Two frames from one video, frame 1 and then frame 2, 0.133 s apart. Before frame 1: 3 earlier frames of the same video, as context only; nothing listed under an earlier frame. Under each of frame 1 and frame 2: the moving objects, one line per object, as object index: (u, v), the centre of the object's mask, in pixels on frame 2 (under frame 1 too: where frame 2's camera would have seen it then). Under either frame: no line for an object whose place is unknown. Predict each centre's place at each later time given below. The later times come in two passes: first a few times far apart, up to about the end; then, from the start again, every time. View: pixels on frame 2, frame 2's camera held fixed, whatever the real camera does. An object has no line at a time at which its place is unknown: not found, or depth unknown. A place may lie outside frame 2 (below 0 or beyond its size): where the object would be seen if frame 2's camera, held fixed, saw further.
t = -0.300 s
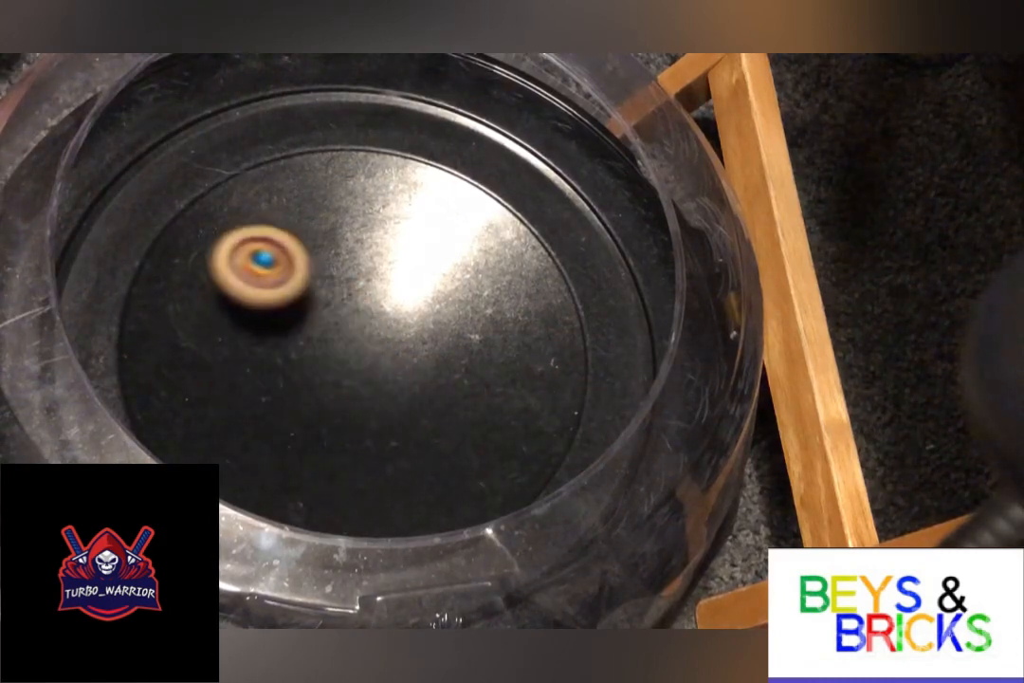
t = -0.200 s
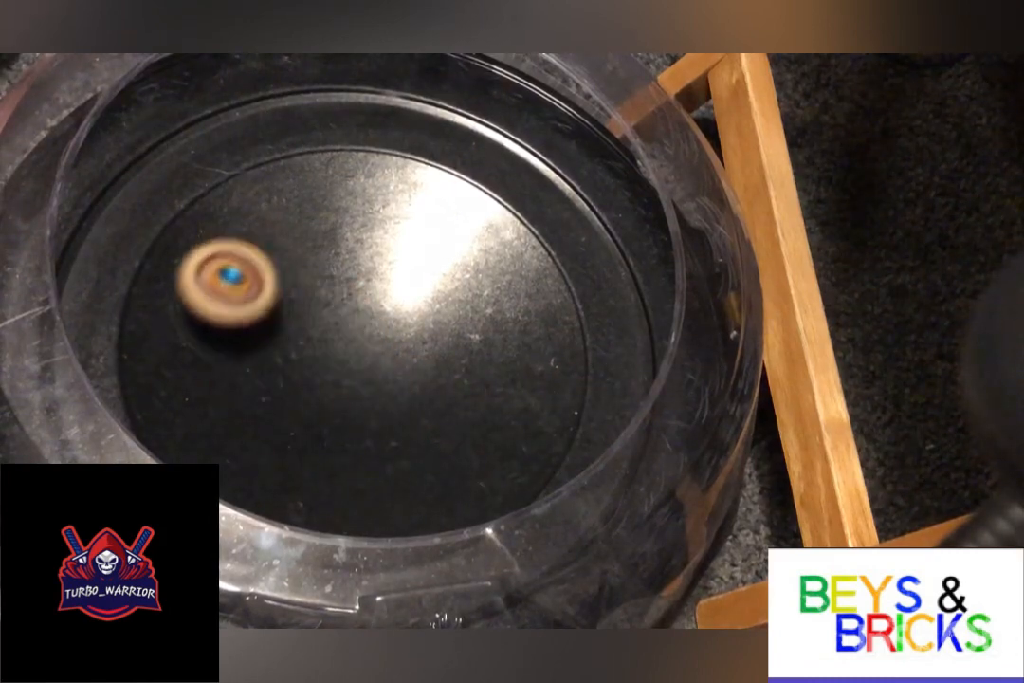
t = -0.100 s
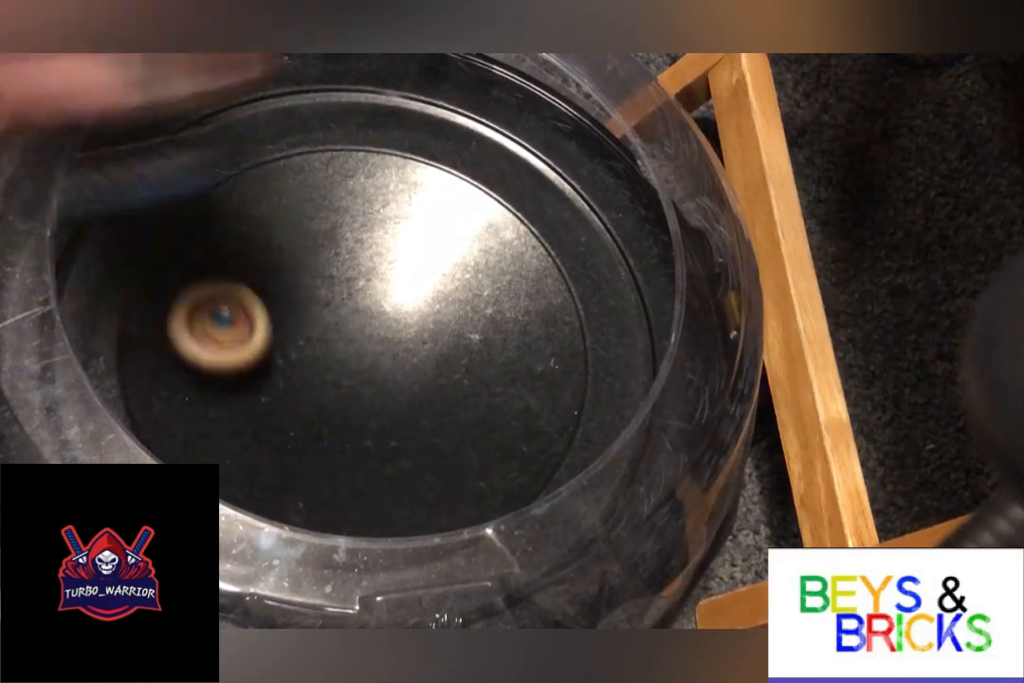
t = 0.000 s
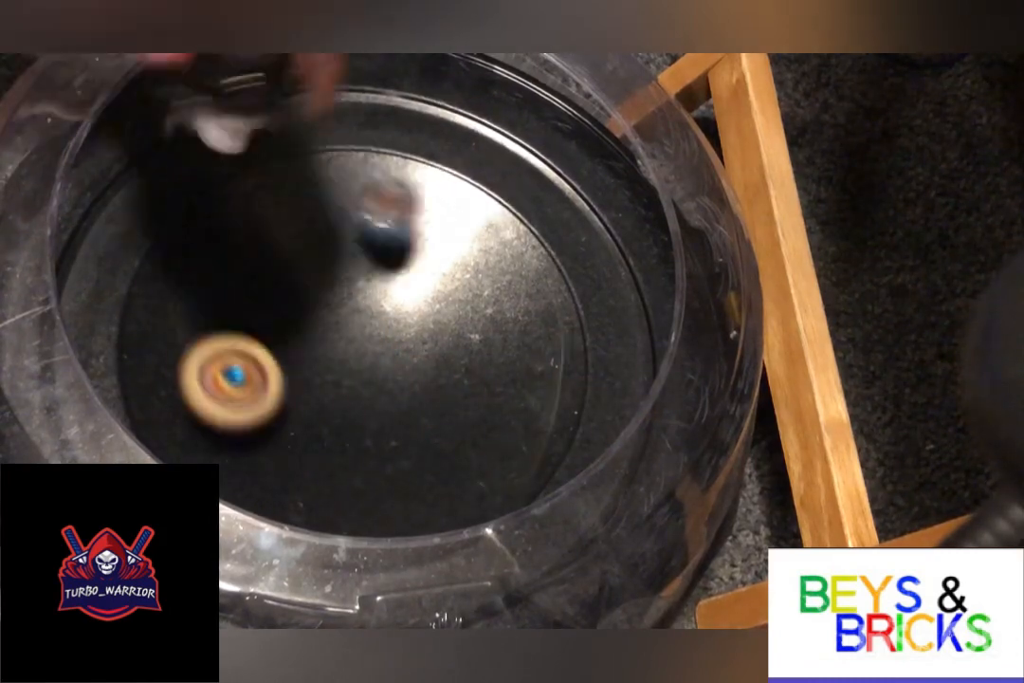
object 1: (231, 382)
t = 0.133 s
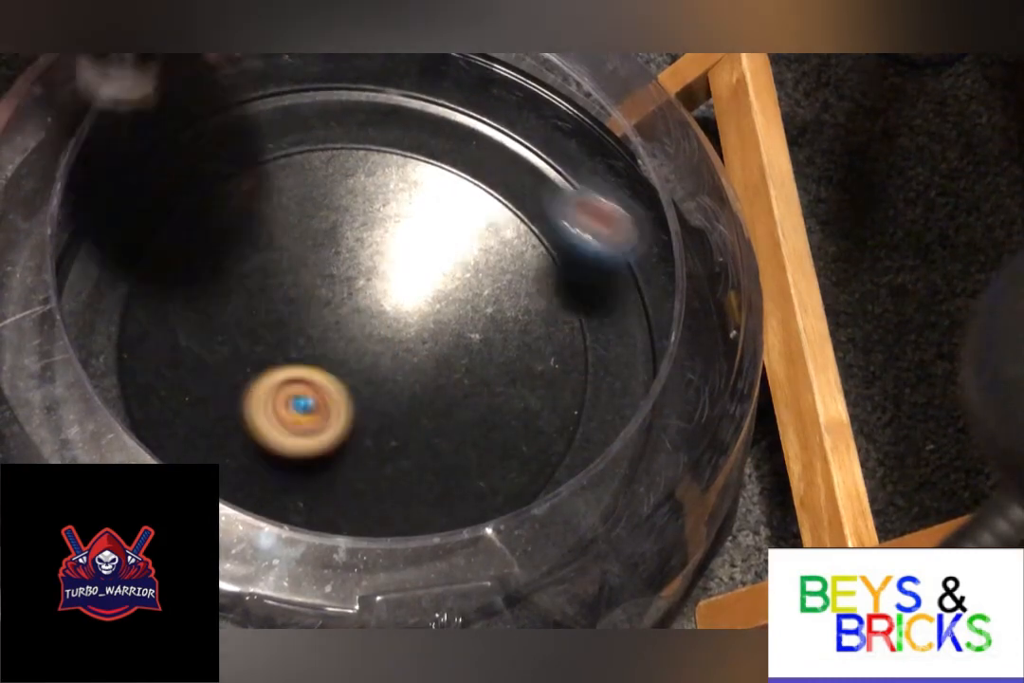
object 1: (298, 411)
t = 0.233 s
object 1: (377, 376)
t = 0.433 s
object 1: (419, 231)
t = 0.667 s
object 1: (274, 186)
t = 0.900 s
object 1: (164, 331)
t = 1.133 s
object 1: (462, 427)
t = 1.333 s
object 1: (610, 223)
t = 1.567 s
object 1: (522, 93)
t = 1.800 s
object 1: (435, 71)
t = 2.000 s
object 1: (394, 69)
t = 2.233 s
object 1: (342, 85)
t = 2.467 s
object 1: (281, 186)
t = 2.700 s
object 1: (293, 461)
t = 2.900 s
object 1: (485, 465)
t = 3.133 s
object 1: (516, 266)
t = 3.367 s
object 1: (295, 265)
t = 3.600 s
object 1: (267, 460)
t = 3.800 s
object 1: (444, 454)
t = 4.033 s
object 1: (447, 278)
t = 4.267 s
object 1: (229, 267)
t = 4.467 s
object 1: (214, 413)
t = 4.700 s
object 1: (411, 446)
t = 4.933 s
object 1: (455, 258)
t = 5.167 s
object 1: (273, 212)
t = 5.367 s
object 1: (209, 354)
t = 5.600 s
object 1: (411, 446)
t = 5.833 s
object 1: (509, 284)
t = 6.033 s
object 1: (380, 197)
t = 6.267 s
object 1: (226, 321)
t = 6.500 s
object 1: (367, 474)
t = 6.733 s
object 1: (521, 364)
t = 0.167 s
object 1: (324, 405)
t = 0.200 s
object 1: (352, 393)
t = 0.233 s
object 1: (377, 376)
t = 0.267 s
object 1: (398, 354)
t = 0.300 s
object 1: (414, 329)
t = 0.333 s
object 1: (423, 302)
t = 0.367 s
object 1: (428, 278)
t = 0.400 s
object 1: (427, 253)
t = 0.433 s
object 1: (419, 231)
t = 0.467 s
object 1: (407, 215)
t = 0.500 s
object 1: (392, 201)
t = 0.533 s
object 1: (373, 190)
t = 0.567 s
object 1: (353, 184)
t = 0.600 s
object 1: (328, 180)
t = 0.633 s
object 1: (303, 182)
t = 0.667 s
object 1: (274, 186)
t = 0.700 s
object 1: (244, 194)
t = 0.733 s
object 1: (216, 205)
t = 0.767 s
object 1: (191, 220)
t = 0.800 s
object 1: (172, 241)
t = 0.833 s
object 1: (160, 268)
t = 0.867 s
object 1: (157, 299)
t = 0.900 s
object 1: (164, 331)
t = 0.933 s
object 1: (182, 365)
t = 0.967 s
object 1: (211, 395)
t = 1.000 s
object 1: (251, 421)
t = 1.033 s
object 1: (300, 439)
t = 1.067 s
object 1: (355, 447)
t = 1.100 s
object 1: (410, 443)
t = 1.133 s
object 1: (462, 427)
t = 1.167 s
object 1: (507, 403)
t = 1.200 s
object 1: (545, 372)
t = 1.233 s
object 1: (574, 334)
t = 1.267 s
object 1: (592, 294)
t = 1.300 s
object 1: (600, 258)
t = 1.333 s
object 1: (610, 223)
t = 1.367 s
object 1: (611, 190)
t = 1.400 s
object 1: (602, 161)
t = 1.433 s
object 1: (591, 141)
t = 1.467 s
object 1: (582, 119)
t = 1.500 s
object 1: (560, 111)
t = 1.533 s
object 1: (540, 101)
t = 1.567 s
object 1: (522, 93)
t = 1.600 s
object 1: (508, 87)
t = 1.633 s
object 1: (496, 79)
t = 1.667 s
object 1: (483, 76)
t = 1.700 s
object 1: (469, 75)
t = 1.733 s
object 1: (456, 73)
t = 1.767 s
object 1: (444, 72)
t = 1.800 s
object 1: (435, 71)
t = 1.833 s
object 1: (427, 70)
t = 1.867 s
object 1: (421, 70)
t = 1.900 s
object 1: (414, 70)
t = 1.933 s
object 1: (407, 70)
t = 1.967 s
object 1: (401, 69)
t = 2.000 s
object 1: (394, 69)
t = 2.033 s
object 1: (387, 69)
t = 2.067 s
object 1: (380, 70)
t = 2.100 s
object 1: (373, 71)
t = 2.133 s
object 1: (367, 72)
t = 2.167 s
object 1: (361, 75)
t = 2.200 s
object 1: (352, 79)
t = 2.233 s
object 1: (342, 85)
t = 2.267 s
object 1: (331, 94)
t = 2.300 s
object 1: (321, 102)
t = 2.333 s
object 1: (313, 112)
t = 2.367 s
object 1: (306, 122)
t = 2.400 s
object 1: (299, 137)
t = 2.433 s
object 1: (291, 159)
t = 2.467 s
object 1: (281, 186)
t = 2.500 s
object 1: (272, 220)
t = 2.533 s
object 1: (264, 260)
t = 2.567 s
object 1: (254, 301)
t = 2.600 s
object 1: (250, 347)
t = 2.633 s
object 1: (257, 390)
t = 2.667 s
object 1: (271, 429)
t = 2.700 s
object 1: (293, 461)
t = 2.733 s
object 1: (320, 481)
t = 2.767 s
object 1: (354, 492)
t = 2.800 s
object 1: (388, 496)
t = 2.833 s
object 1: (424, 493)
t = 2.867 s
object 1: (454, 482)
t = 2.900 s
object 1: (485, 465)
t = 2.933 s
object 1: (508, 441)
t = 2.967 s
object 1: (528, 411)
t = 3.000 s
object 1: (540, 381)
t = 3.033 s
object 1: (546, 349)
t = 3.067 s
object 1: (544, 319)
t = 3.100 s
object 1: (534, 290)
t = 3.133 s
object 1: (516, 266)
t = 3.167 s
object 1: (496, 249)
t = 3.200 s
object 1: (468, 237)
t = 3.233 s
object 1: (433, 229)
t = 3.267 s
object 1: (398, 228)
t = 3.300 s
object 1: (363, 234)
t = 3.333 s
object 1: (328, 246)
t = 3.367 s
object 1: (295, 265)
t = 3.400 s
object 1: (268, 289)
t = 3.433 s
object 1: (246, 320)
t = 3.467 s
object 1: (233, 353)
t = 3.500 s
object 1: (228, 385)
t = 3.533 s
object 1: (232, 413)
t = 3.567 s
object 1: (247, 439)
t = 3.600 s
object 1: (267, 460)
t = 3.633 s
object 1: (294, 474)
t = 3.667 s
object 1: (322, 481)
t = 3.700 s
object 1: (351, 483)
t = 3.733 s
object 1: (385, 480)
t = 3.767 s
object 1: (417, 470)
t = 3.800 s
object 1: (444, 454)
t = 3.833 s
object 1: (468, 433)
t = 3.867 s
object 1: (485, 409)
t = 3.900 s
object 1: (492, 383)
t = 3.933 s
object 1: (493, 355)
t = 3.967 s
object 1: (486, 329)
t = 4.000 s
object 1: (470, 304)
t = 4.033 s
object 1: (447, 278)
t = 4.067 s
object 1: (414, 254)
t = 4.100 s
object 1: (379, 238)
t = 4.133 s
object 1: (345, 231)
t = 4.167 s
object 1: (314, 230)
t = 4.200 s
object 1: (281, 238)
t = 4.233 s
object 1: (252, 251)
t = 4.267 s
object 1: (229, 267)
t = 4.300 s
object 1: (211, 289)
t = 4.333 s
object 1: (199, 311)
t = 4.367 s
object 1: (193, 336)
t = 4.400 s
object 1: (194, 363)
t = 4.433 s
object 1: (201, 390)
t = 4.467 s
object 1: (214, 413)
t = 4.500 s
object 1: (234, 433)
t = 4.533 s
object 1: (260, 452)
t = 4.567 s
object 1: (287, 464)
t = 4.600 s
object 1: (317, 469)
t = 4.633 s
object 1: (348, 468)
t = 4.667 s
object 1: (381, 461)
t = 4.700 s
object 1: (411, 446)
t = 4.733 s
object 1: (435, 426)
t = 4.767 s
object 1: (455, 400)
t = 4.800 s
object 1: (468, 369)
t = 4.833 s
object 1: (475, 340)
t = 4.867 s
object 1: (475, 310)
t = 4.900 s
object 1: (469, 285)
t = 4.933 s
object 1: (455, 258)
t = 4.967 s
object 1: (431, 235)
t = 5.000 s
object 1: (406, 217)
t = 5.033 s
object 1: (381, 205)
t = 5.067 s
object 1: (354, 199)
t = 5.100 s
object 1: (328, 196)
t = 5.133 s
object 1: (300, 202)
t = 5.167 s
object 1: (273, 212)
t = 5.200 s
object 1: (249, 227)
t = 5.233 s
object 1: (228, 246)
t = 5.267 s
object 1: (214, 269)
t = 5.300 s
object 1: (206, 295)
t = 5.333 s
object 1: (204, 324)
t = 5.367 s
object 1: (209, 354)
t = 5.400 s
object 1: (222, 382)
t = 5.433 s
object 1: (244, 408)
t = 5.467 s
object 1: (272, 430)
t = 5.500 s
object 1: (304, 446)
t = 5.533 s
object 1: (338, 454)
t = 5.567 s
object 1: (376, 453)
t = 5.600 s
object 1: (411, 446)
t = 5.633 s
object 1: (444, 431)
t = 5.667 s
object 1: (471, 412)
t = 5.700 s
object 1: (491, 389)
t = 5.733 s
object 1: (505, 363)
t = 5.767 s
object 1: (514, 337)
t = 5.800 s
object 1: (514, 309)
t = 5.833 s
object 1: (509, 284)
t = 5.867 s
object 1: (500, 260)
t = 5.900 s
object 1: (485, 240)
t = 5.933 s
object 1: (462, 223)
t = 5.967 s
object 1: (435, 209)
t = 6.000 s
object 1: (407, 201)
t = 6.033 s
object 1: (380, 197)
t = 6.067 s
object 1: (351, 199)
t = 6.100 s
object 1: (322, 206)
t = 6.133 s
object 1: (294, 220)
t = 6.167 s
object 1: (269, 239)
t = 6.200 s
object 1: (249, 263)
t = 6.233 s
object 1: (234, 291)
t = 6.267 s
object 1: (226, 321)
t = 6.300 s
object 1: (226, 353)
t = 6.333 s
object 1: (235, 383)
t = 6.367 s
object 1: (252, 412)
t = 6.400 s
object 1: (275, 437)
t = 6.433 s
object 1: (303, 456)
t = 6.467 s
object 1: (334, 468)
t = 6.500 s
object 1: (367, 474)
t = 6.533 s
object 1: (401, 472)
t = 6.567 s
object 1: (433, 465)
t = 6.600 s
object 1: (460, 451)
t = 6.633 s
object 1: (484, 434)
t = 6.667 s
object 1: (503, 413)
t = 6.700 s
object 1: (515, 389)
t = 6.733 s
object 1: (521, 364)
